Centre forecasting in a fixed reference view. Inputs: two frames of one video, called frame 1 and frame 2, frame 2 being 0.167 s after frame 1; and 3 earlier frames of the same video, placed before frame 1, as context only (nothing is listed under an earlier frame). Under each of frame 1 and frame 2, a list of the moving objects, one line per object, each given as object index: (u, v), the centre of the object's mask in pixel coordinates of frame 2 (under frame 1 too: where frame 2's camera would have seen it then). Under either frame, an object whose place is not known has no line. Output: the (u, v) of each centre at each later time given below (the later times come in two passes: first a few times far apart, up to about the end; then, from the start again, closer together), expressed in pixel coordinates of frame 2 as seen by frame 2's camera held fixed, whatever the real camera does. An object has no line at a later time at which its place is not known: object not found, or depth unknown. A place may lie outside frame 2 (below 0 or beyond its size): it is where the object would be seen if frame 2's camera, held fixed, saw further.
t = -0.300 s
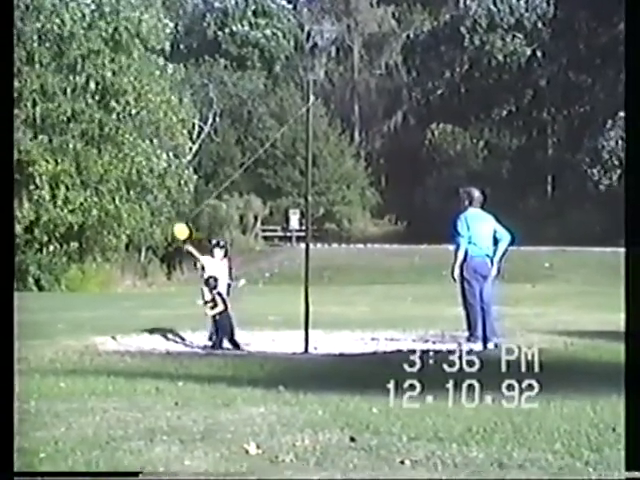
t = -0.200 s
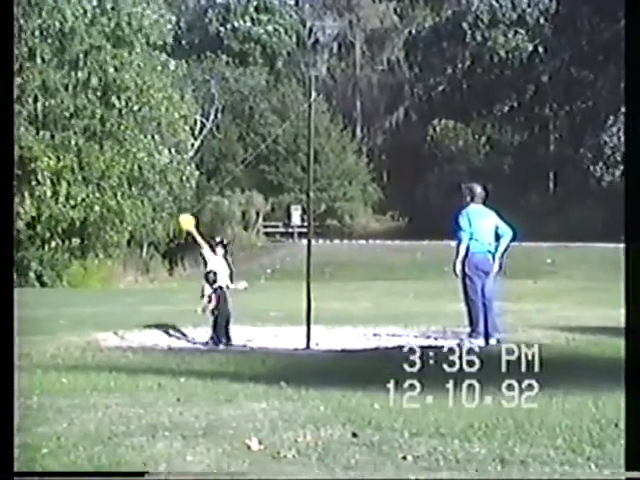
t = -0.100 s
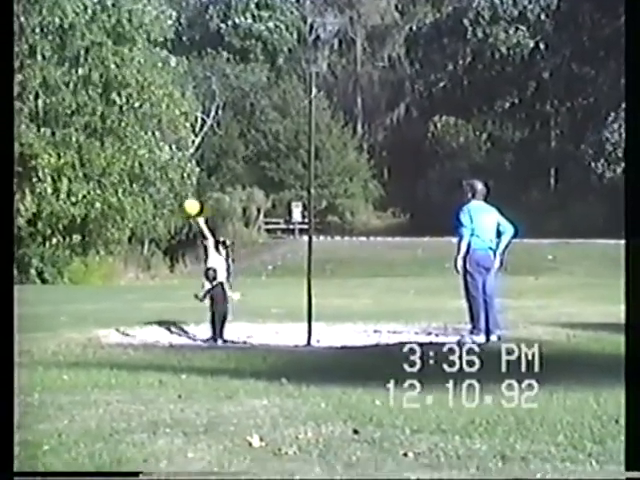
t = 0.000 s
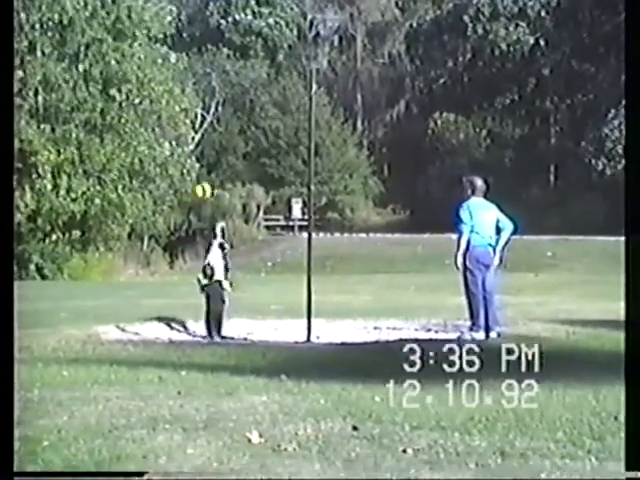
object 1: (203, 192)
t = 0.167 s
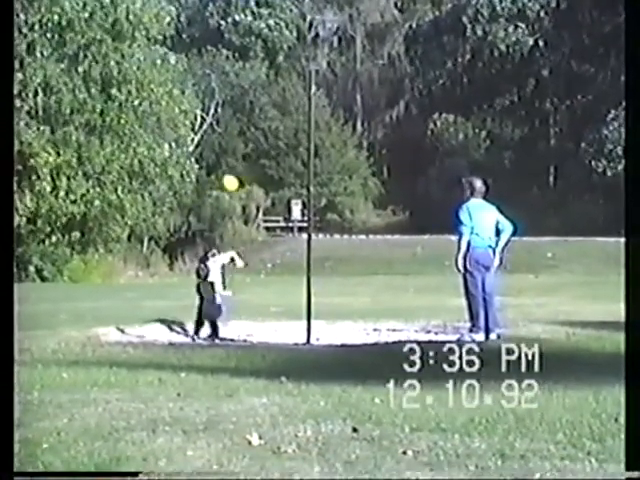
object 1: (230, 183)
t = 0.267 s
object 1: (250, 183)
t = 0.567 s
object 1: (318, 213)
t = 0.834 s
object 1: (374, 250)
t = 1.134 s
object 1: (398, 262)
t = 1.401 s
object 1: (366, 232)
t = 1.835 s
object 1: (271, 199)
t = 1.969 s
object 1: (246, 206)
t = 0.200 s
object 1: (237, 182)
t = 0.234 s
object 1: (243, 182)
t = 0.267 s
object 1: (250, 183)
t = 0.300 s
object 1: (258, 184)
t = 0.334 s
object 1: (265, 186)
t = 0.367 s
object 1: (272, 188)
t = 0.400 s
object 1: (280, 191)
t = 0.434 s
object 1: (287, 195)
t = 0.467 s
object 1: (295, 199)
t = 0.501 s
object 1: (301, 203)
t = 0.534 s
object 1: (312, 208)
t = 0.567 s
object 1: (318, 213)
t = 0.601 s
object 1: (325, 217)
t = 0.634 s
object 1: (333, 222)
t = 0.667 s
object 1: (340, 226)
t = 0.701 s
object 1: (348, 232)
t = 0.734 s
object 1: (355, 237)
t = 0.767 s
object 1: (361, 242)
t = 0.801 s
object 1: (367, 246)
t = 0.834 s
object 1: (374, 250)
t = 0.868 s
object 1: (379, 254)
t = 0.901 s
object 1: (384, 257)
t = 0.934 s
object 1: (389, 260)
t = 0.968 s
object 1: (392, 262)
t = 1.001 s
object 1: (395, 264)
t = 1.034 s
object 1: (397, 264)
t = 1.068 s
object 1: (398, 264)
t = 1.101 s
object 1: (398, 263)
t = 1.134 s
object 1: (398, 262)
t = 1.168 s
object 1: (397, 260)
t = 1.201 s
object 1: (394, 257)
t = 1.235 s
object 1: (389, 253)
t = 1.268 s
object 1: (384, 254)
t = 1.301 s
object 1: (380, 244)
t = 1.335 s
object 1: (377, 241)
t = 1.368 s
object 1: (371, 237)
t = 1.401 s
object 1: (366, 232)
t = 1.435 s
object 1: (359, 228)
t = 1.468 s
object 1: (353, 222)
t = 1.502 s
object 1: (346, 218)
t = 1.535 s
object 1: (337, 214)
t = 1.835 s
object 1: (271, 199)
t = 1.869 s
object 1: (263, 200)
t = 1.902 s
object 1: (256, 201)
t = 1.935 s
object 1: (250, 203)
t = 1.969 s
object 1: (246, 206)
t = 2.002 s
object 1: (241, 209)
